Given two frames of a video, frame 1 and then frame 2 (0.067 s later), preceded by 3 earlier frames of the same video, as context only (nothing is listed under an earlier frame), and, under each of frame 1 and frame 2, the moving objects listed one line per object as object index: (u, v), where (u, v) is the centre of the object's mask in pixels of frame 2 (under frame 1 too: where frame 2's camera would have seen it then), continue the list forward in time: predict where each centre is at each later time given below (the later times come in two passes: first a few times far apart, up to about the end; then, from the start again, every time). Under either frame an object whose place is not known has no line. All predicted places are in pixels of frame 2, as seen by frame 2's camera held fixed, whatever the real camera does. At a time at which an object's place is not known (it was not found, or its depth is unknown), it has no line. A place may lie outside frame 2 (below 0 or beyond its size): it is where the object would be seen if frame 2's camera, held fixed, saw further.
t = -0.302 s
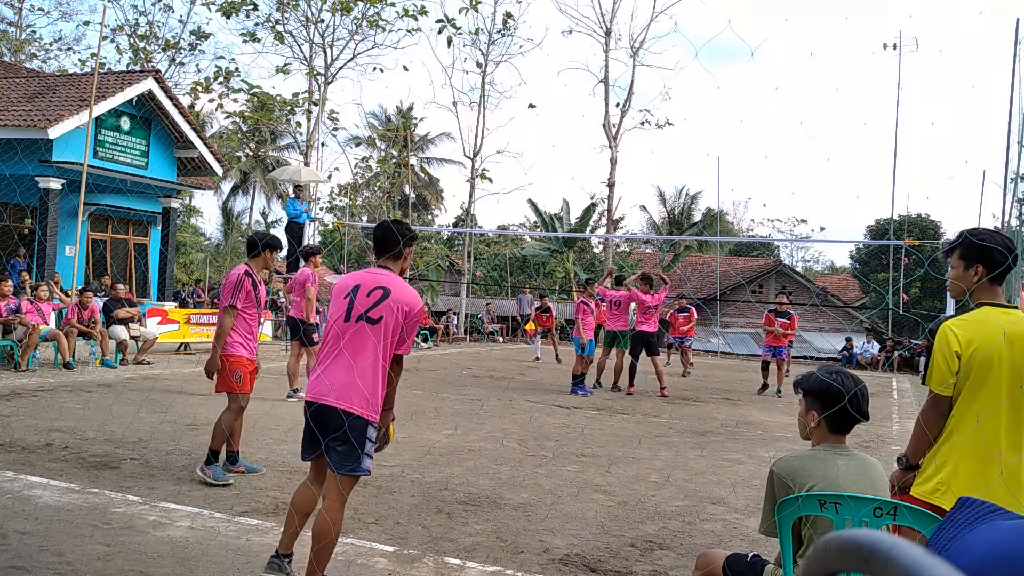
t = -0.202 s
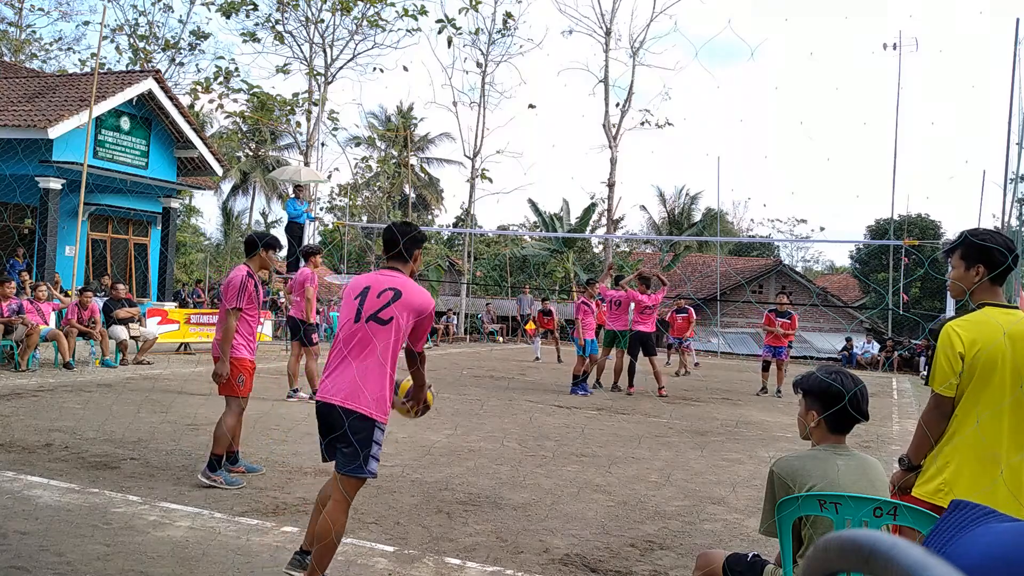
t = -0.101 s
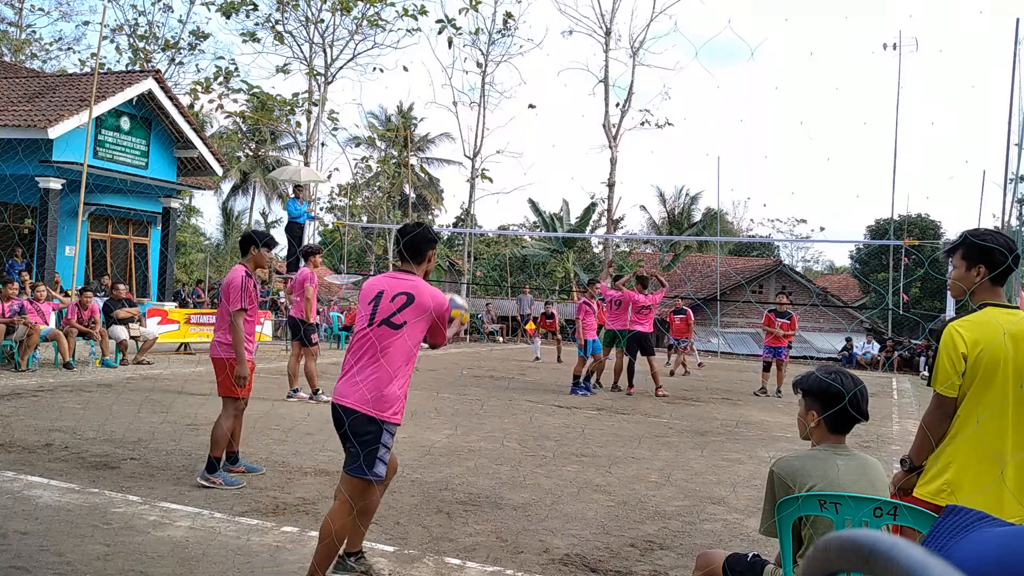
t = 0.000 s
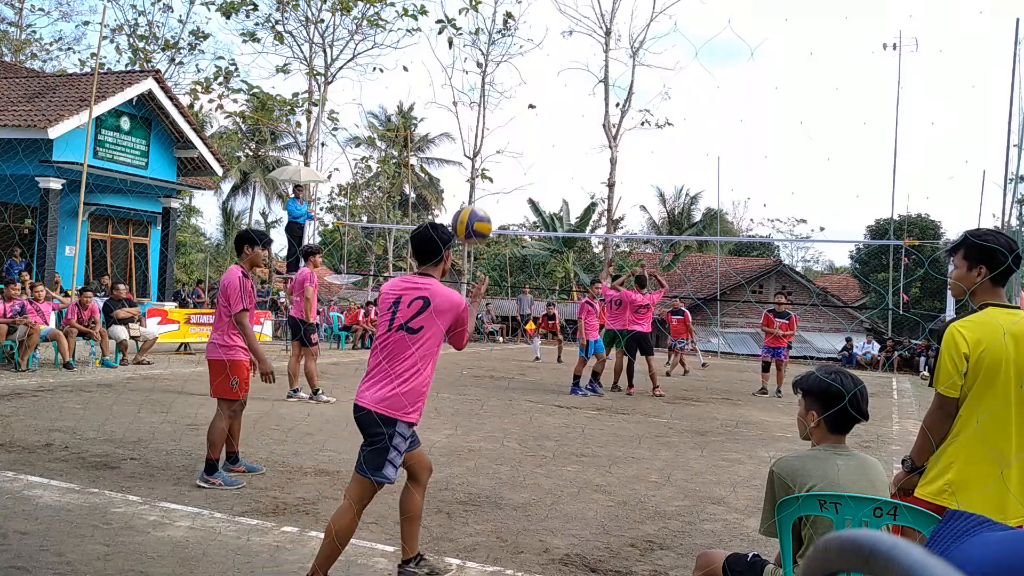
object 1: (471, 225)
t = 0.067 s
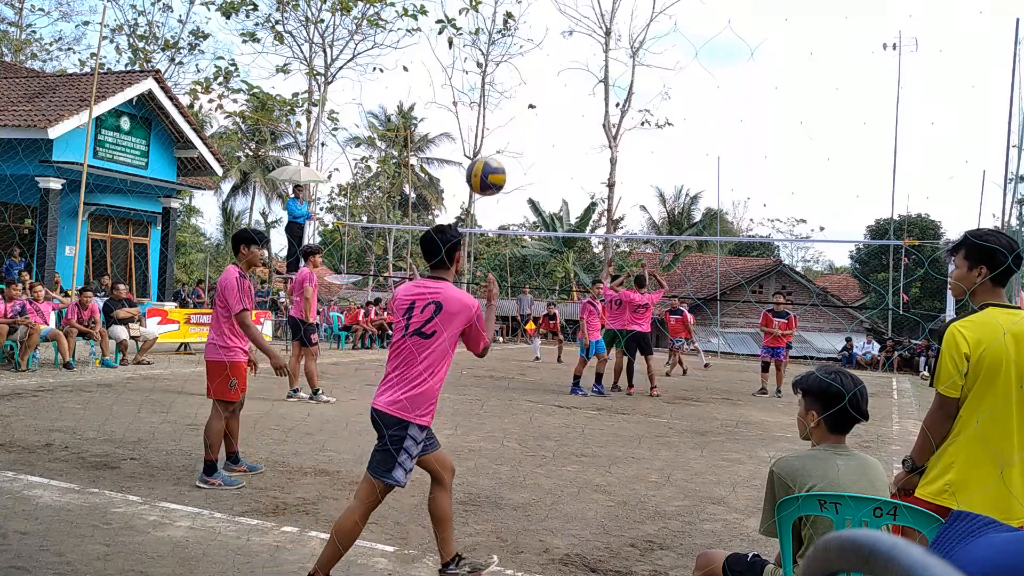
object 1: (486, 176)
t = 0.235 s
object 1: (521, 90)
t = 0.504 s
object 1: (569, 61)
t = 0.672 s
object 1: (595, 112)
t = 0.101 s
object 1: (493, 155)
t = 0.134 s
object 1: (500, 136)
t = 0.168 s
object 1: (507, 118)
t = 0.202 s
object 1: (514, 103)
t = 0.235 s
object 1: (521, 90)
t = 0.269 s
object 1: (527, 79)
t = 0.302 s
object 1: (534, 70)
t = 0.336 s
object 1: (540, 63)
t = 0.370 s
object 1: (546, 58)
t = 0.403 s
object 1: (552, 56)
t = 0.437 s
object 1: (558, 55)
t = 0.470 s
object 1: (564, 57)
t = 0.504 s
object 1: (569, 61)
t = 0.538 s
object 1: (575, 67)
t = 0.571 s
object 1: (580, 75)
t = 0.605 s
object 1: (585, 85)
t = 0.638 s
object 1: (590, 98)
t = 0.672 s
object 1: (595, 112)
